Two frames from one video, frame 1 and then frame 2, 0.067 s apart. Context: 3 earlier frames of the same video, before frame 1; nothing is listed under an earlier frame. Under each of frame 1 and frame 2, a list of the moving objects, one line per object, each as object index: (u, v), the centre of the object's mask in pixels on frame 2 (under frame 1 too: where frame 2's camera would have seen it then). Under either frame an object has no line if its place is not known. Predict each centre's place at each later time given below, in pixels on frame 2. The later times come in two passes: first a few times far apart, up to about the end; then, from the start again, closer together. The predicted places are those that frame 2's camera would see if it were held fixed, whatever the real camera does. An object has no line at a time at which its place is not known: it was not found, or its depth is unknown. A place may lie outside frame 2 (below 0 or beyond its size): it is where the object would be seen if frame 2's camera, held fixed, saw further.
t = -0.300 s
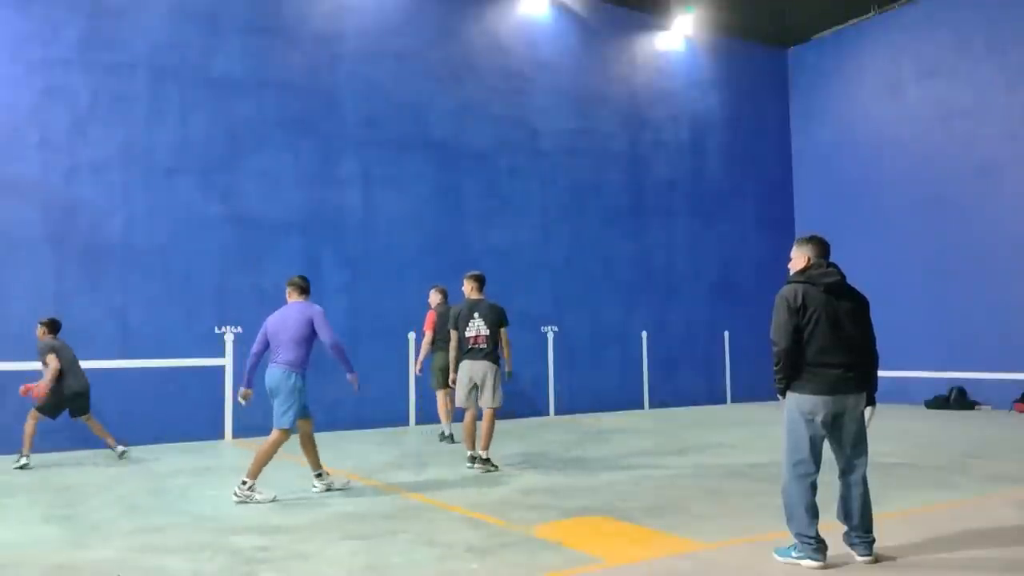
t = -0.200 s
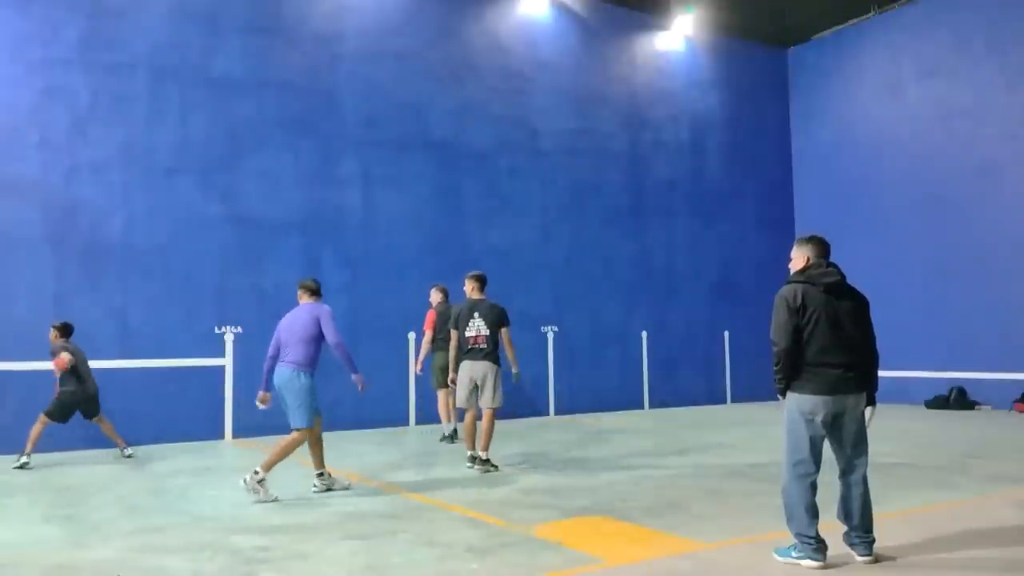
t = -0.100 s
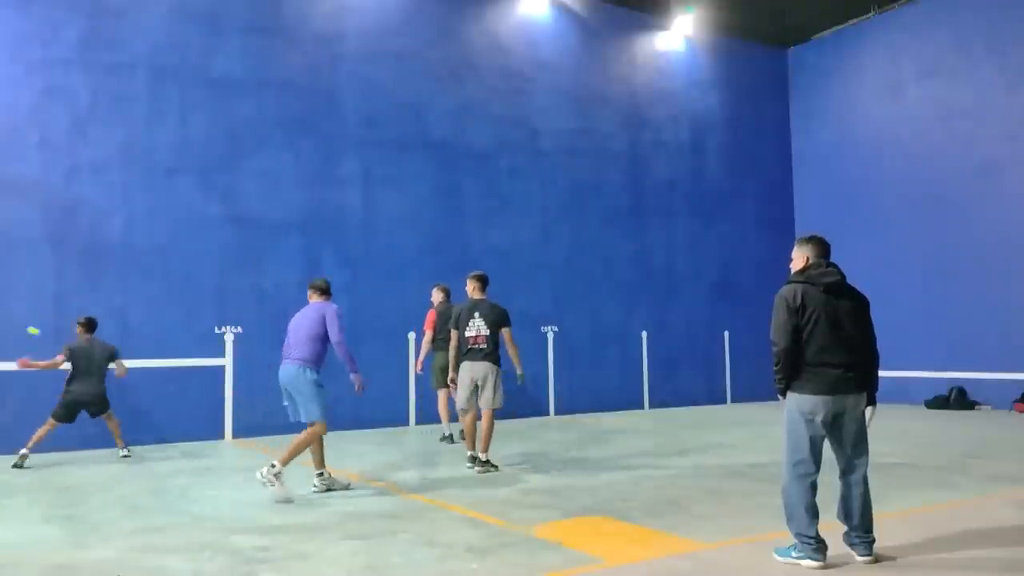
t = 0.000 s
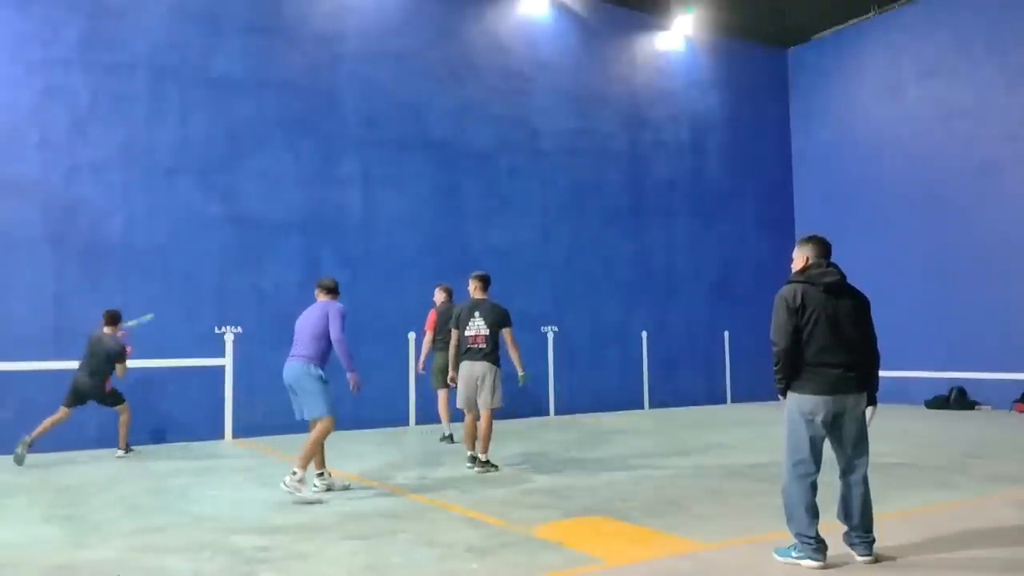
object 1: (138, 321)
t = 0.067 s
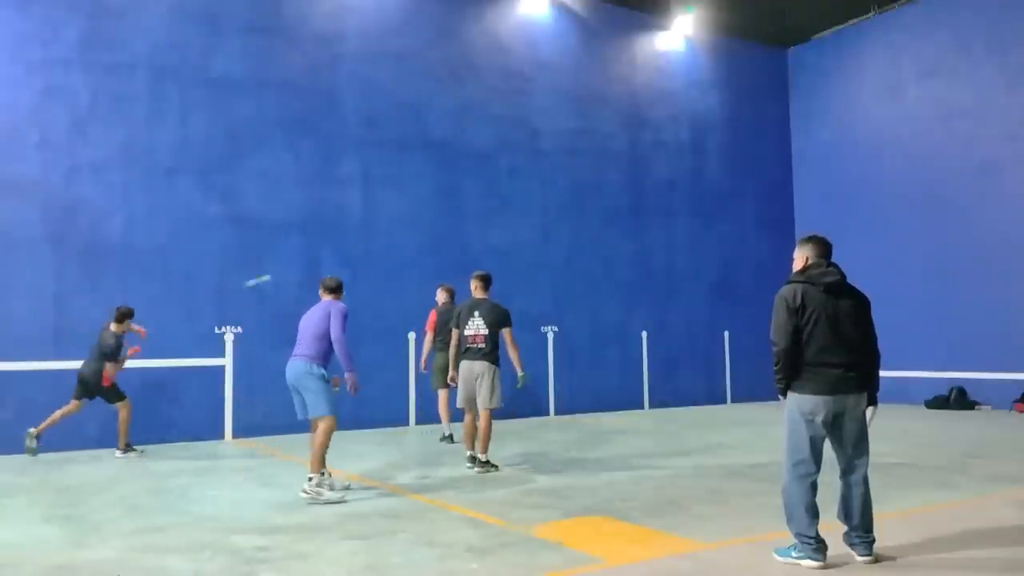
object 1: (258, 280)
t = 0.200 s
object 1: (435, 230)
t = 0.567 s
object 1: (737, 188)
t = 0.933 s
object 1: (749, 201)
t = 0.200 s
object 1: (435, 230)
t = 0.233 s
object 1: (470, 221)
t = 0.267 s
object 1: (503, 214)
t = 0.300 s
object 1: (534, 208)
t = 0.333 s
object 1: (564, 202)
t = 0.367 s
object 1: (591, 198)
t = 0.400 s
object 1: (618, 195)
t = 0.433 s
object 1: (645, 192)
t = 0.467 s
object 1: (669, 190)
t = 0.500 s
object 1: (693, 188)
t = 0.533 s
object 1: (715, 188)
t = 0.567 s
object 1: (737, 188)
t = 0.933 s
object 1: (749, 201)
